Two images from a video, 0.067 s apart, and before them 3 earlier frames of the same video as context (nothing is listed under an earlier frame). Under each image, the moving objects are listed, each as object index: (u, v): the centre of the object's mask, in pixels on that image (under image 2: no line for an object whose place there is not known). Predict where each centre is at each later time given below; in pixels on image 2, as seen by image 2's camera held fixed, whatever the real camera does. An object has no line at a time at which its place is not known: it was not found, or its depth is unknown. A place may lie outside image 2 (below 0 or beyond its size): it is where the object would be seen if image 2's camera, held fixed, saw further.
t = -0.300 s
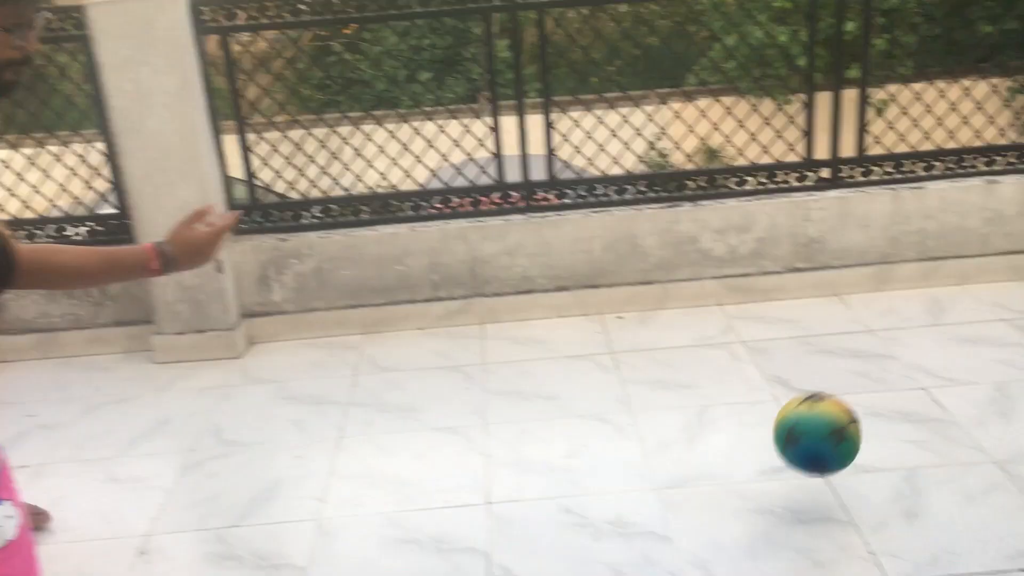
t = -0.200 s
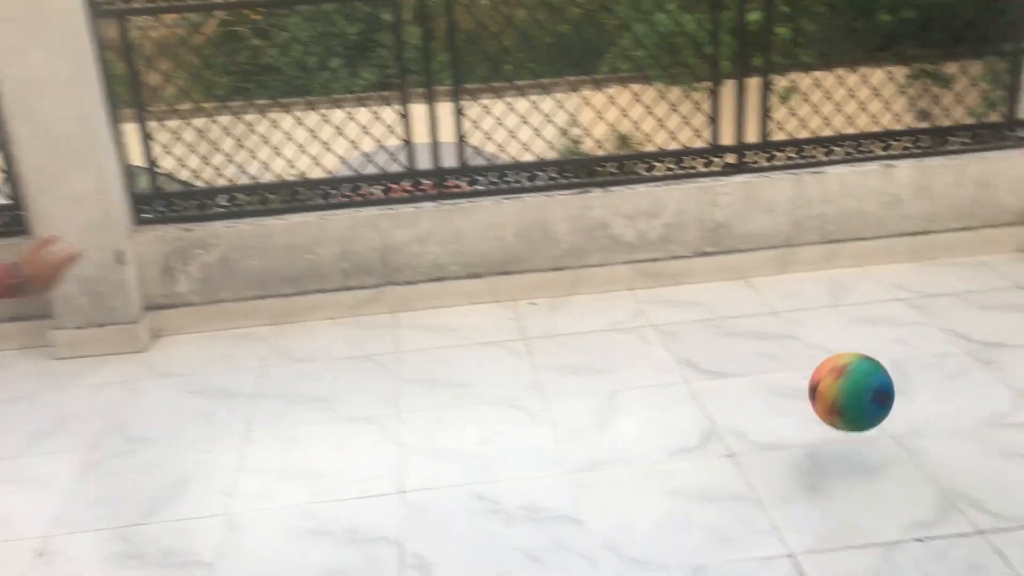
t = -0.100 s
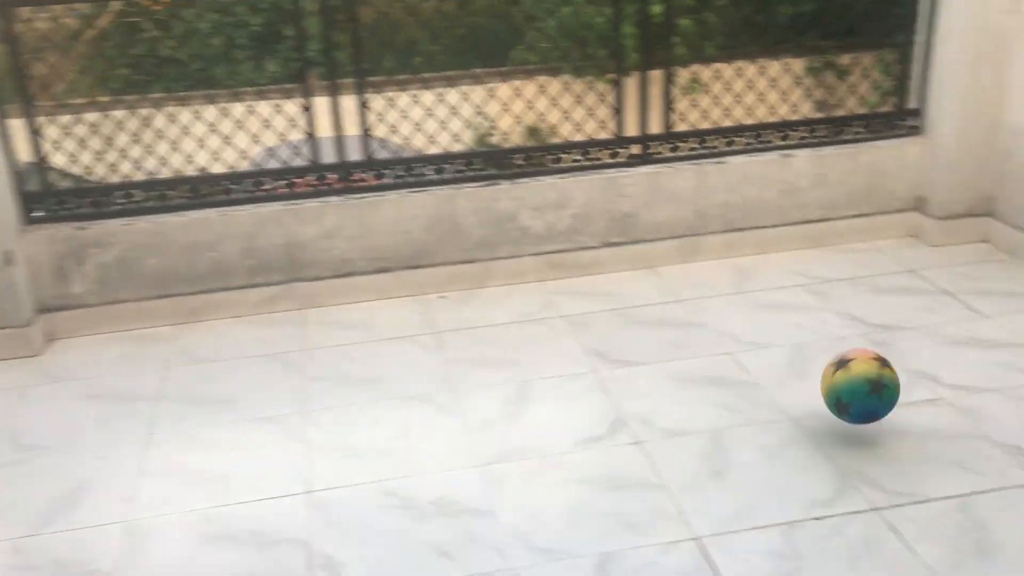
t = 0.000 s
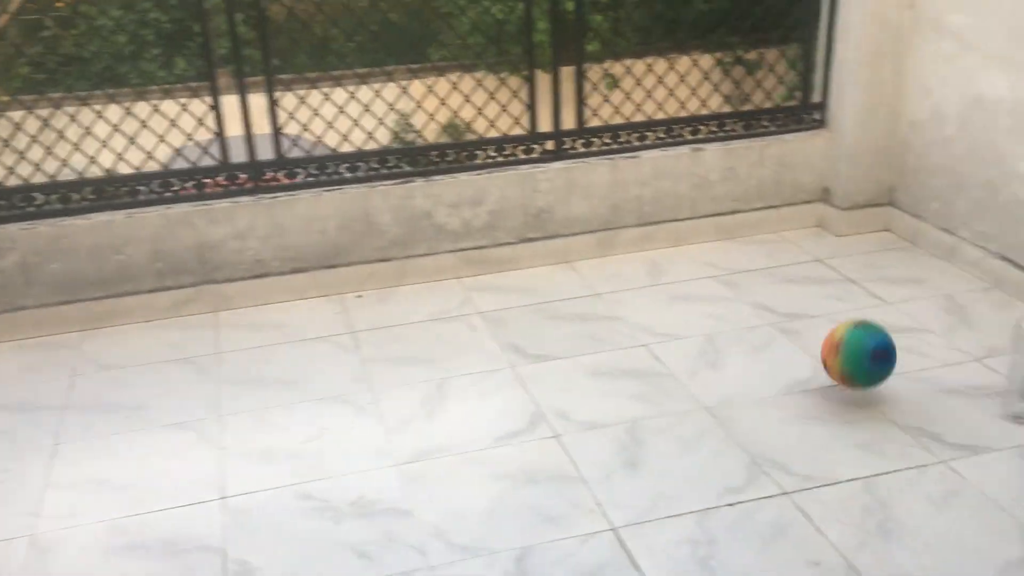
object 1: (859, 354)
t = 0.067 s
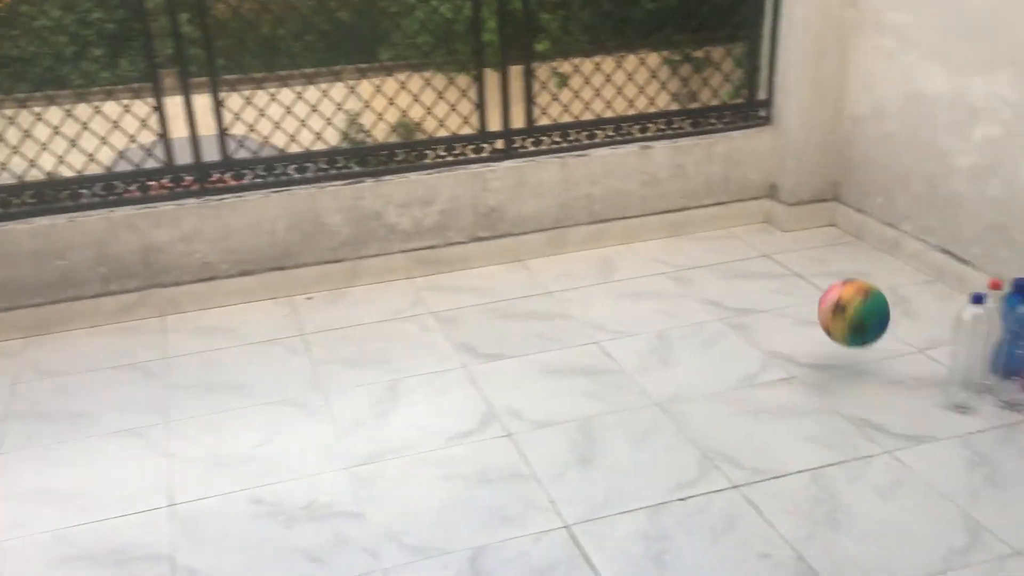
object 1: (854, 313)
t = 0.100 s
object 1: (878, 300)
